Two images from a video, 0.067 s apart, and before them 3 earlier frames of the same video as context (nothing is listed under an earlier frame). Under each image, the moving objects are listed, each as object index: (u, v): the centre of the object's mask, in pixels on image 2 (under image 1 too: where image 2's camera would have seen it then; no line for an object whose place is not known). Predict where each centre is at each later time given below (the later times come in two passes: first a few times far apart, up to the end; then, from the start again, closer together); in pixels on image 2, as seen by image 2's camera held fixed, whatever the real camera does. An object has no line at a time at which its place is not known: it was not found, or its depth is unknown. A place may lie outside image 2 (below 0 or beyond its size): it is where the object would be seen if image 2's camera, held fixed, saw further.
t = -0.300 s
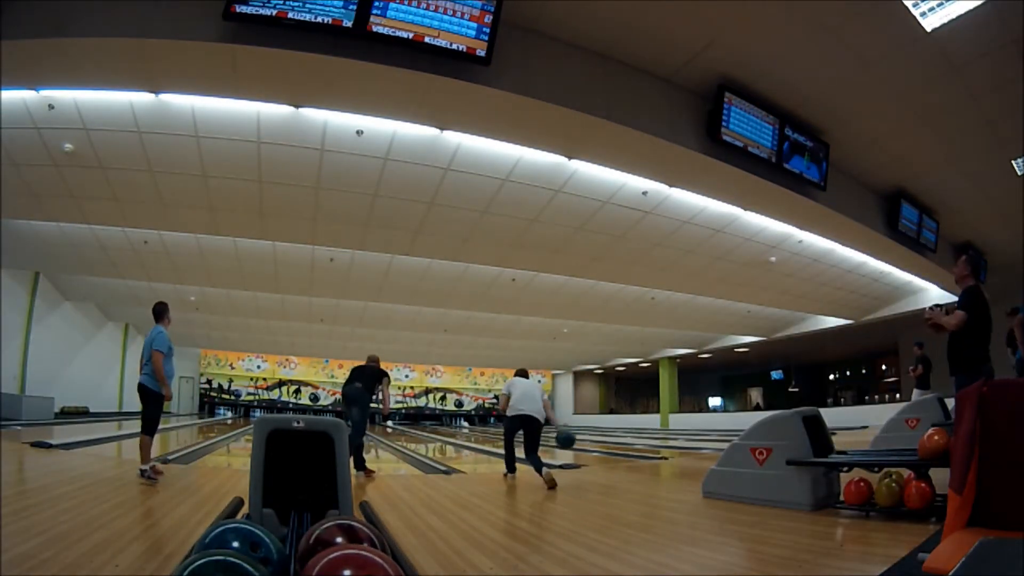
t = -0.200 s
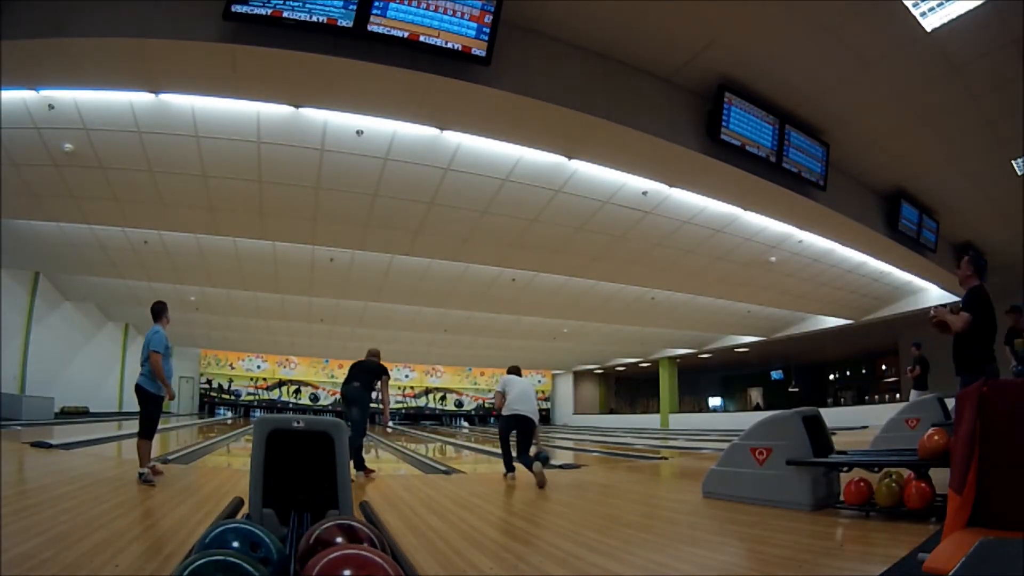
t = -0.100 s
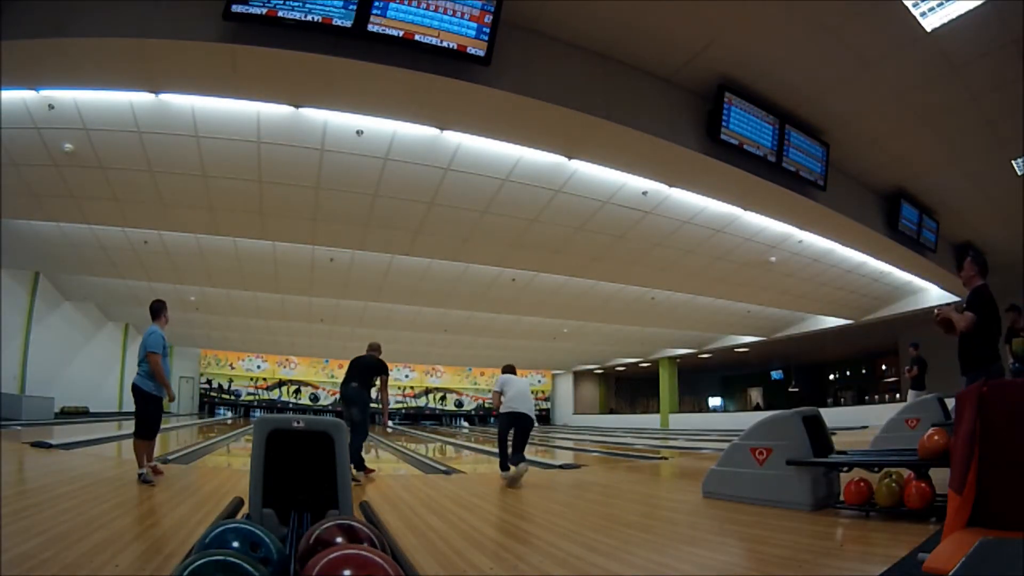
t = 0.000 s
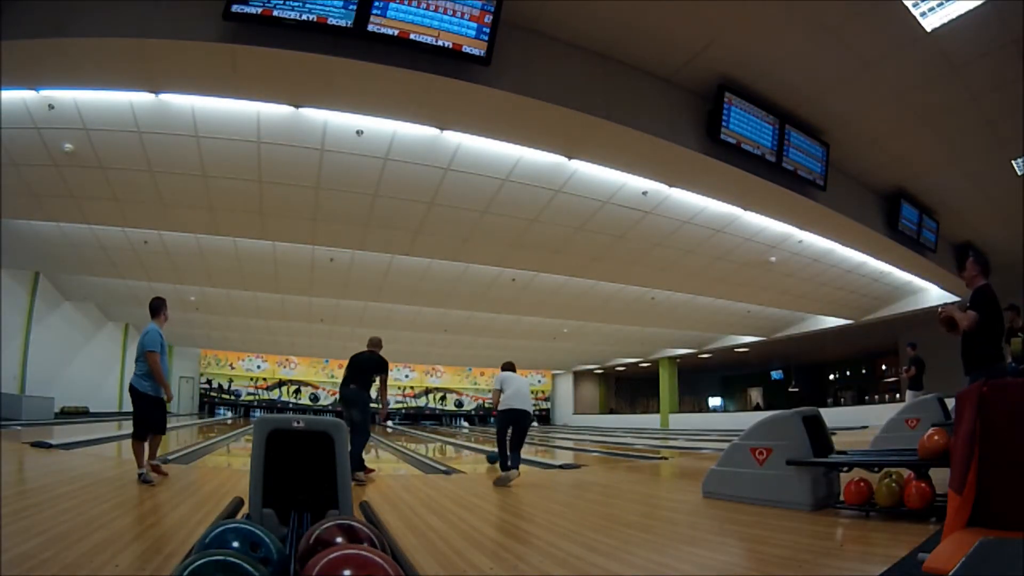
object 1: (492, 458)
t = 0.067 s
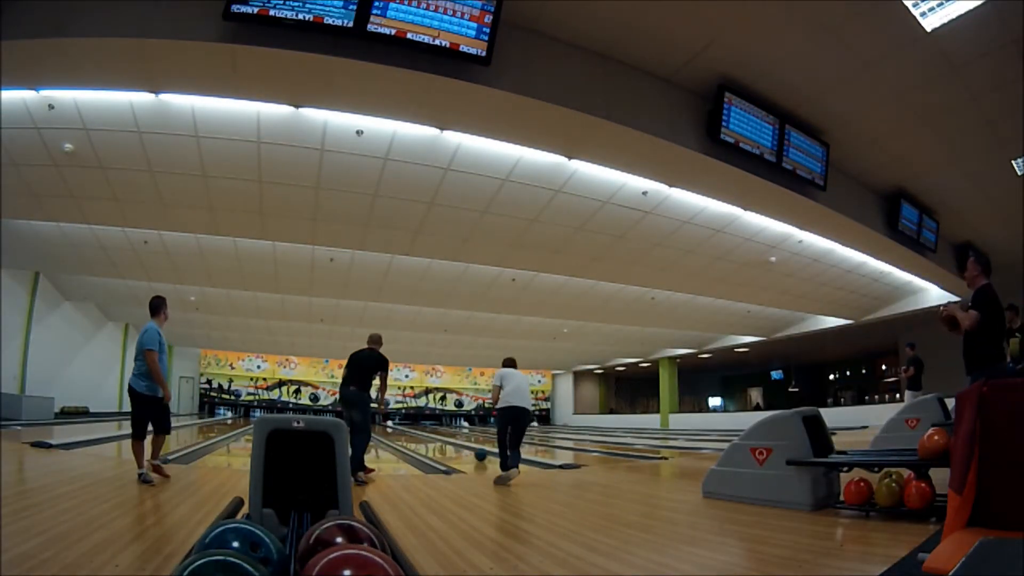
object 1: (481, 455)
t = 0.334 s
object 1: (446, 445)
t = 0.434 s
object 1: (436, 442)
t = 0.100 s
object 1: (475, 453)
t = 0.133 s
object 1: (470, 452)
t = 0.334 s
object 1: (446, 445)
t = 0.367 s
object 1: (442, 444)
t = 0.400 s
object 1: (439, 443)
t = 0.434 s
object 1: (436, 442)
